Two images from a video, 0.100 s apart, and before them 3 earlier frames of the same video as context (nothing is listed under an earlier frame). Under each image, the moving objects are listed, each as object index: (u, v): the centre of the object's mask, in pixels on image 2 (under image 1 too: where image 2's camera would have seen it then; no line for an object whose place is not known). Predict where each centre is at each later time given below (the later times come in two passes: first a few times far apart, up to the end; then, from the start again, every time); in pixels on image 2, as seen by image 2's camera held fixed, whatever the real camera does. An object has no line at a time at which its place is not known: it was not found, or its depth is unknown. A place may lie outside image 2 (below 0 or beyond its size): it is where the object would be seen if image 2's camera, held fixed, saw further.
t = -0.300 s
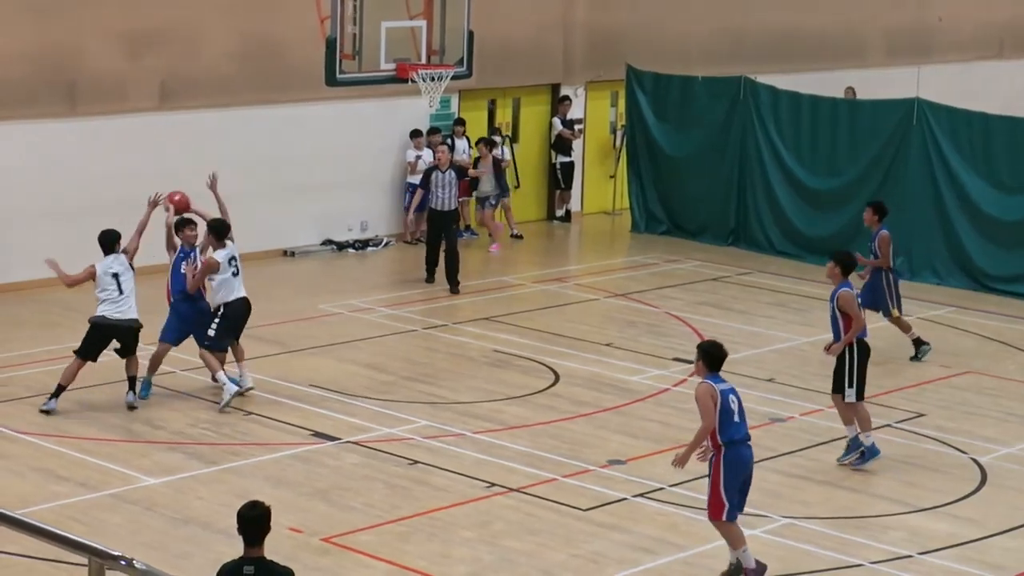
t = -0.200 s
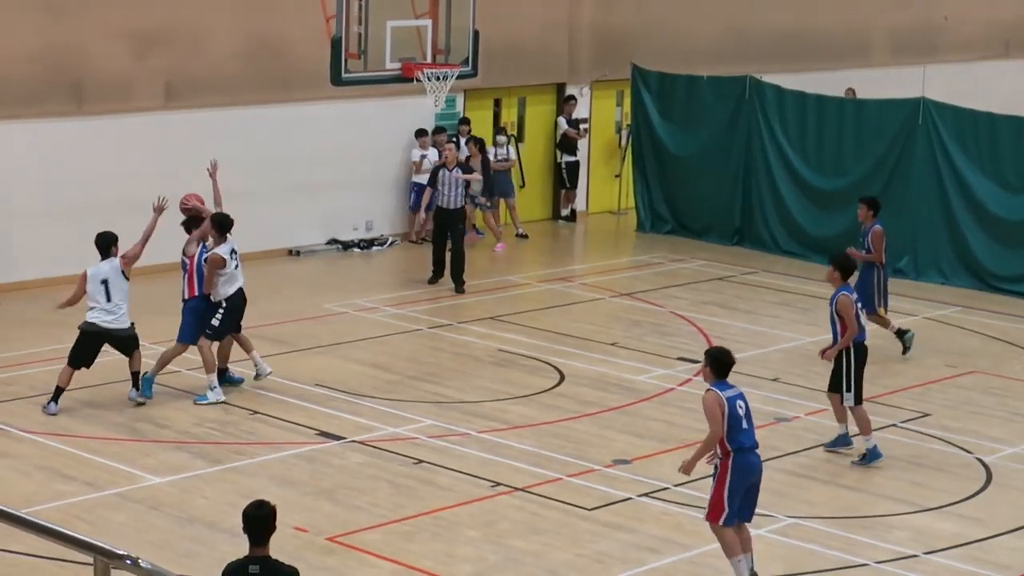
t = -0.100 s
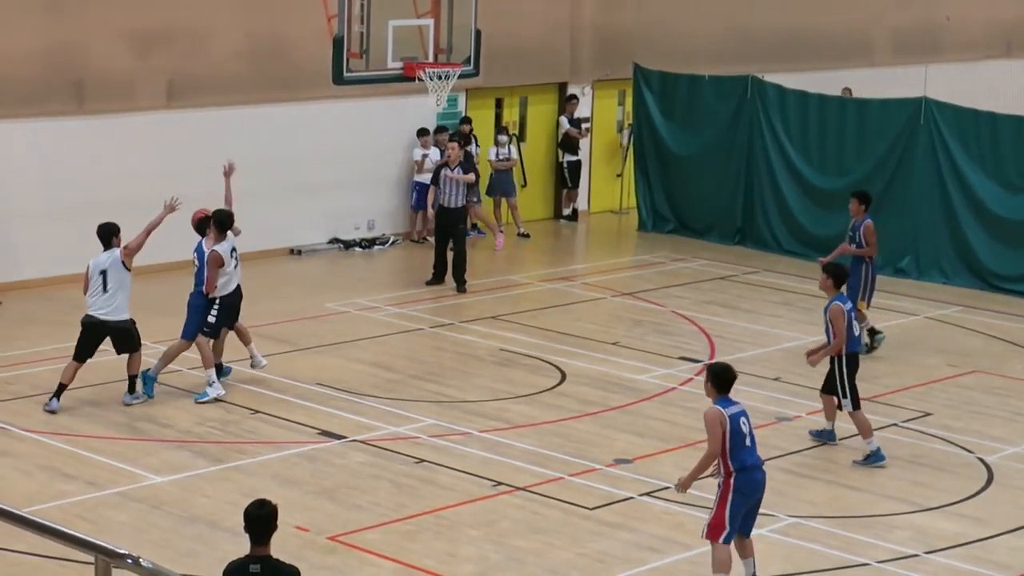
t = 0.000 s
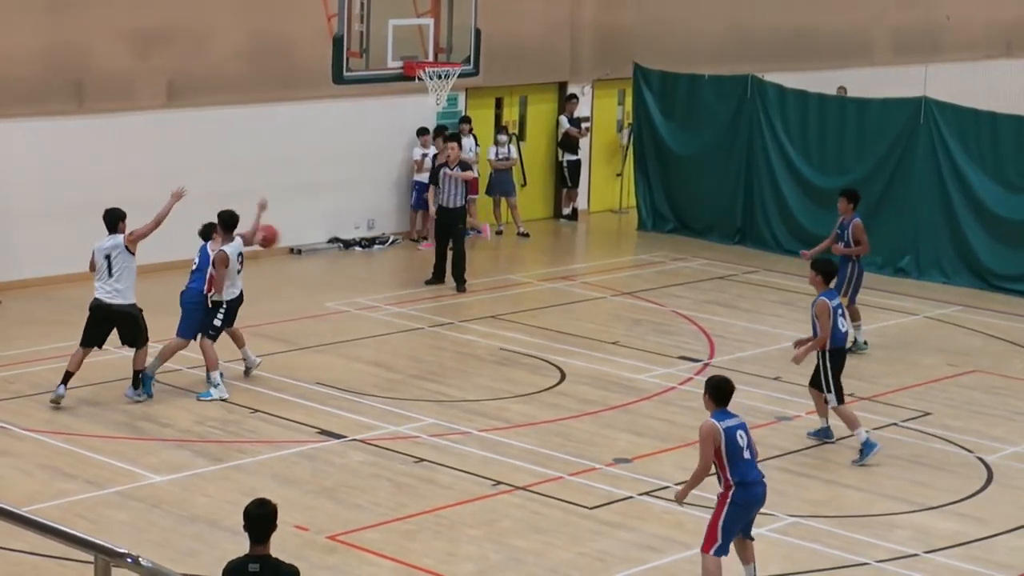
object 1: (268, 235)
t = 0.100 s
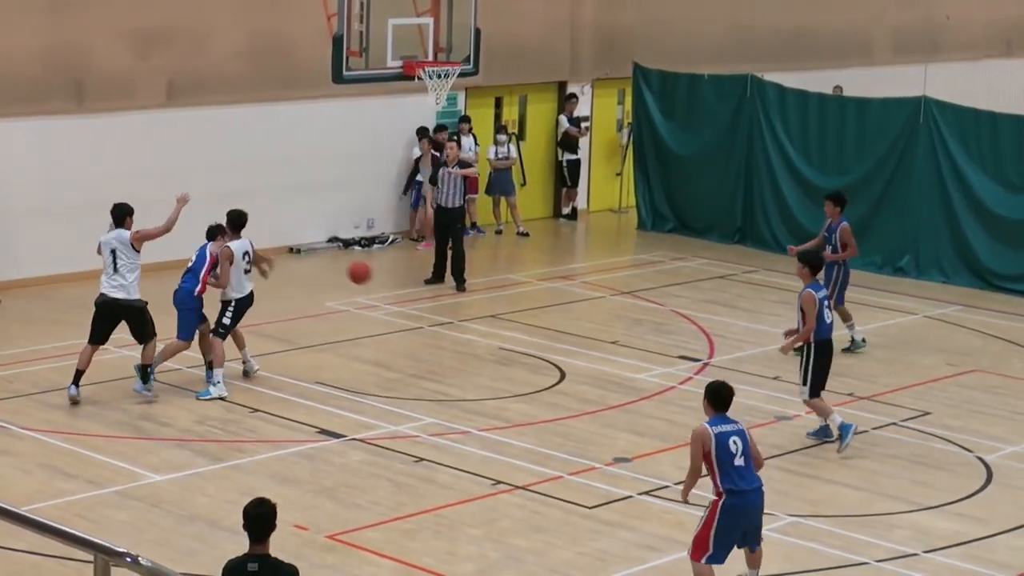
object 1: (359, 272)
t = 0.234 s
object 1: (475, 333)
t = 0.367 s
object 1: (546, 295)
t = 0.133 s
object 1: (389, 286)
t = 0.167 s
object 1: (418, 301)
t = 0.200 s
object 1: (447, 317)
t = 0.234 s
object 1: (475, 333)
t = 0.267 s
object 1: (499, 342)
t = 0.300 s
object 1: (515, 324)
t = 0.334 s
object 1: (531, 308)
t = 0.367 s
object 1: (546, 295)
